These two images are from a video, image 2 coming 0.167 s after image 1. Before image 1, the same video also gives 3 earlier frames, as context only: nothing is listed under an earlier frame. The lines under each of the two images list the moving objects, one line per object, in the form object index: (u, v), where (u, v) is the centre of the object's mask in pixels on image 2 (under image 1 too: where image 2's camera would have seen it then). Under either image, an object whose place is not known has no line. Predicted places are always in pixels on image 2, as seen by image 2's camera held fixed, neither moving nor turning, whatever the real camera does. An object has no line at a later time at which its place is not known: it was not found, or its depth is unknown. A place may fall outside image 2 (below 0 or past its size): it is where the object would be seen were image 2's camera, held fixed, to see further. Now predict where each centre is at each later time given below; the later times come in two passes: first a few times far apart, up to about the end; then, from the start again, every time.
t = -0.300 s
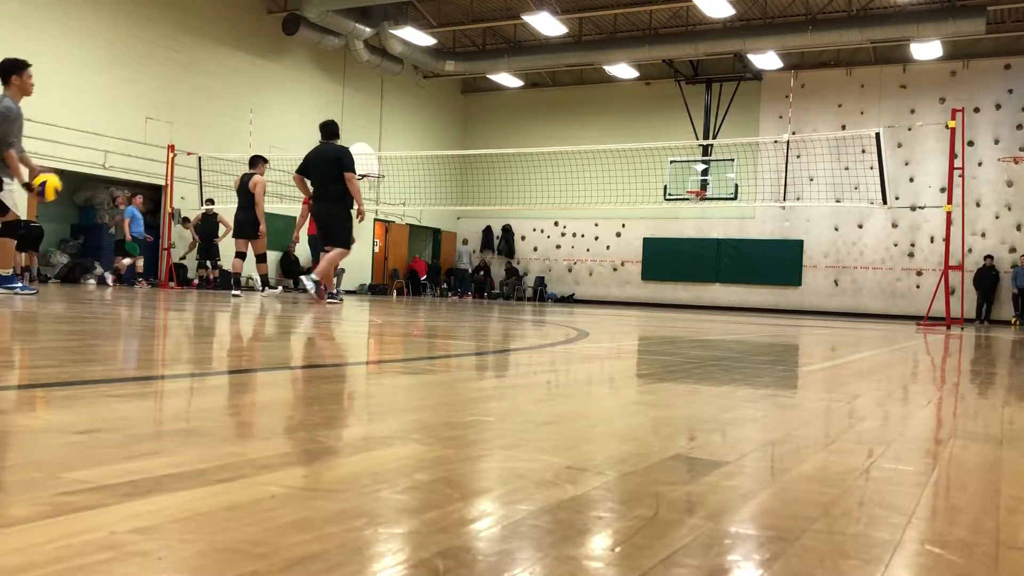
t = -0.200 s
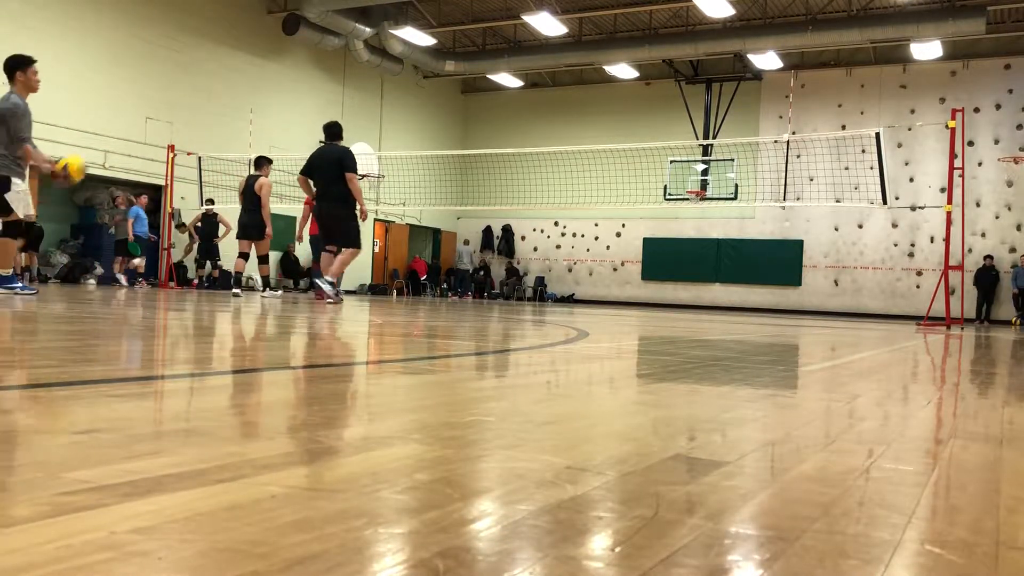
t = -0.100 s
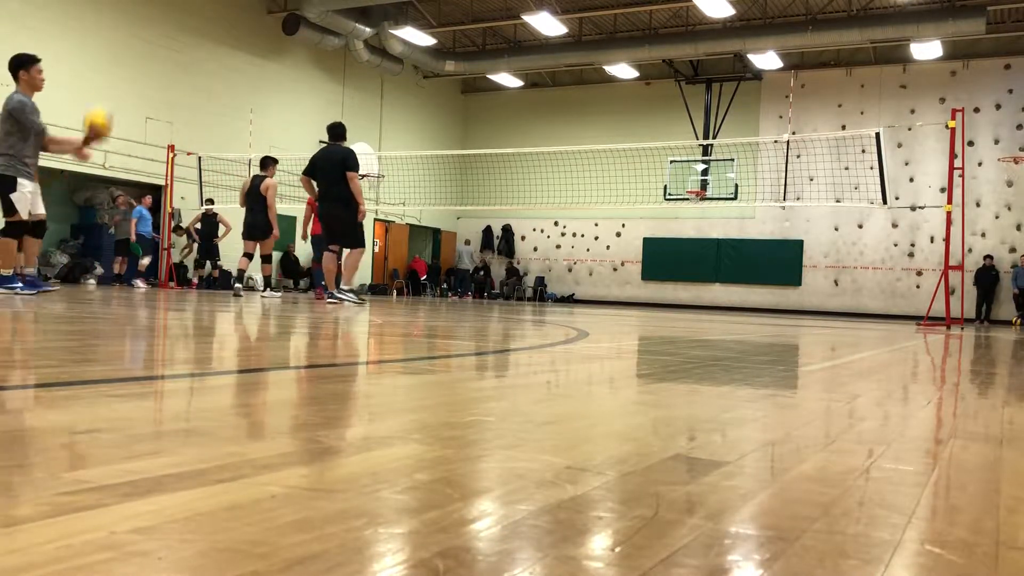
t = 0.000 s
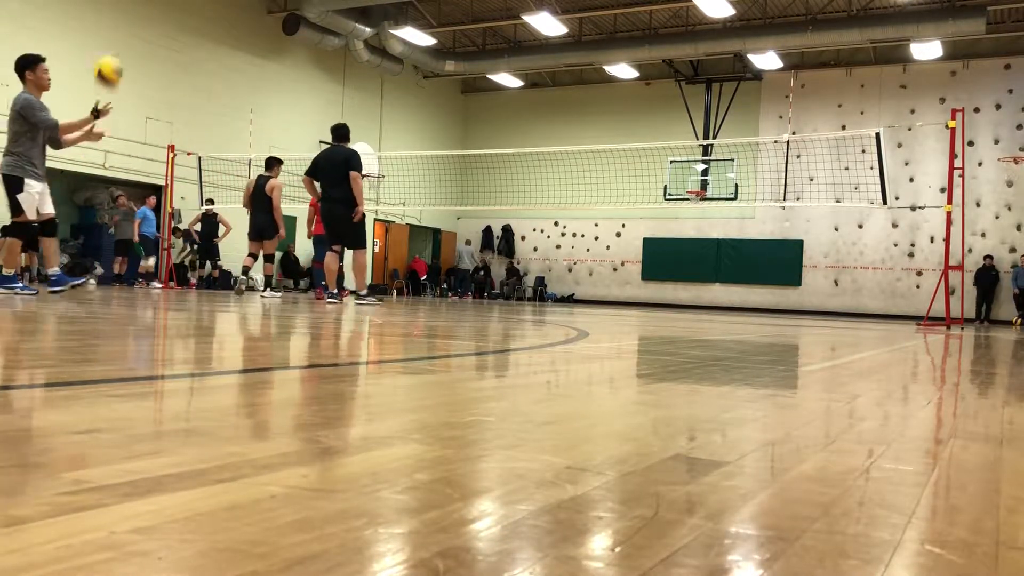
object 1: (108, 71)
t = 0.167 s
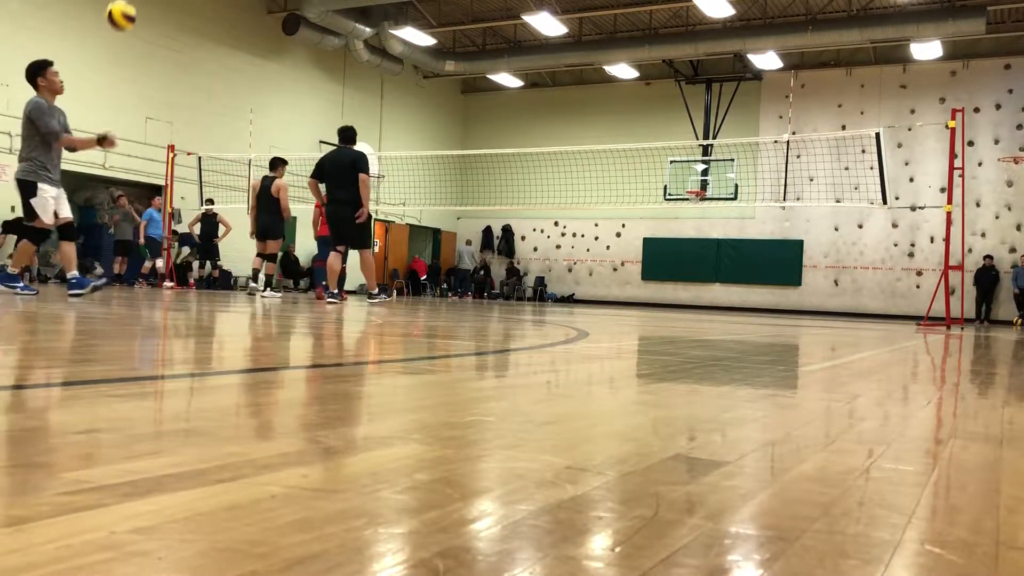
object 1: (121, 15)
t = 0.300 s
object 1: (130, 4)
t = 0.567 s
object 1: (144, 23)
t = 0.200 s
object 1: (124, 11)
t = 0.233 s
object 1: (126, 7)
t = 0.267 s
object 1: (128, 6)
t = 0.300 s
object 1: (130, 4)
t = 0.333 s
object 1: (133, 4)
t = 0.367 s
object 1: (134, 4)
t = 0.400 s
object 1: (137, 5)
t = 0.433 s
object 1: (138, 6)
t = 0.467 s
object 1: (140, 7)
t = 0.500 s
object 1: (142, 10)
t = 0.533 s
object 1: (143, 15)
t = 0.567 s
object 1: (144, 23)
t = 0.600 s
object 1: (146, 33)
